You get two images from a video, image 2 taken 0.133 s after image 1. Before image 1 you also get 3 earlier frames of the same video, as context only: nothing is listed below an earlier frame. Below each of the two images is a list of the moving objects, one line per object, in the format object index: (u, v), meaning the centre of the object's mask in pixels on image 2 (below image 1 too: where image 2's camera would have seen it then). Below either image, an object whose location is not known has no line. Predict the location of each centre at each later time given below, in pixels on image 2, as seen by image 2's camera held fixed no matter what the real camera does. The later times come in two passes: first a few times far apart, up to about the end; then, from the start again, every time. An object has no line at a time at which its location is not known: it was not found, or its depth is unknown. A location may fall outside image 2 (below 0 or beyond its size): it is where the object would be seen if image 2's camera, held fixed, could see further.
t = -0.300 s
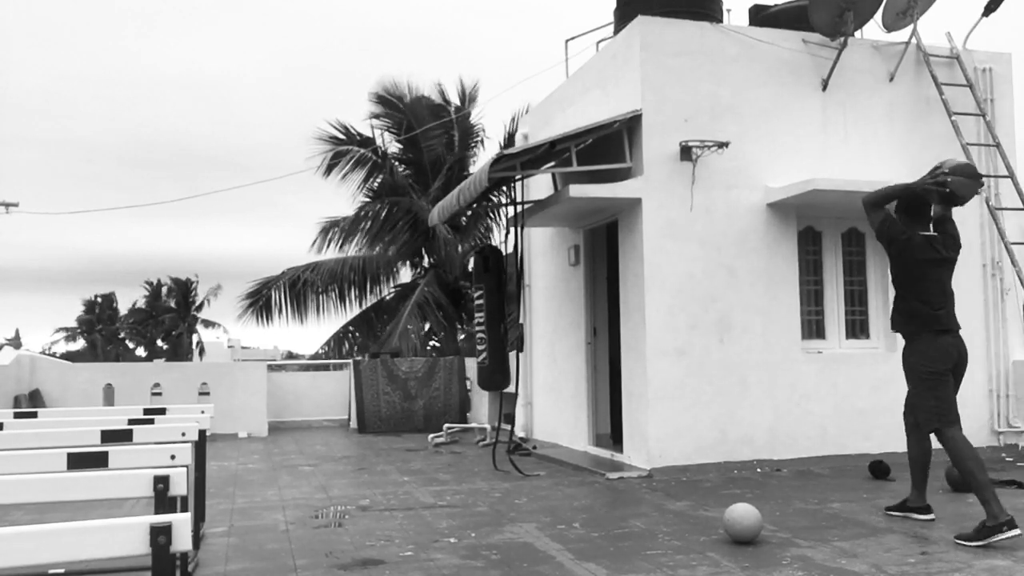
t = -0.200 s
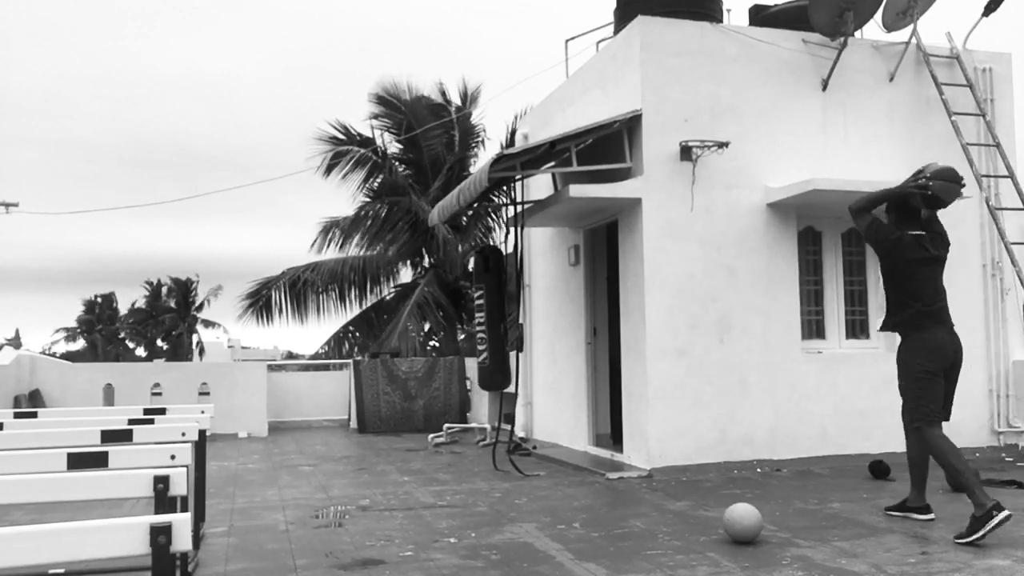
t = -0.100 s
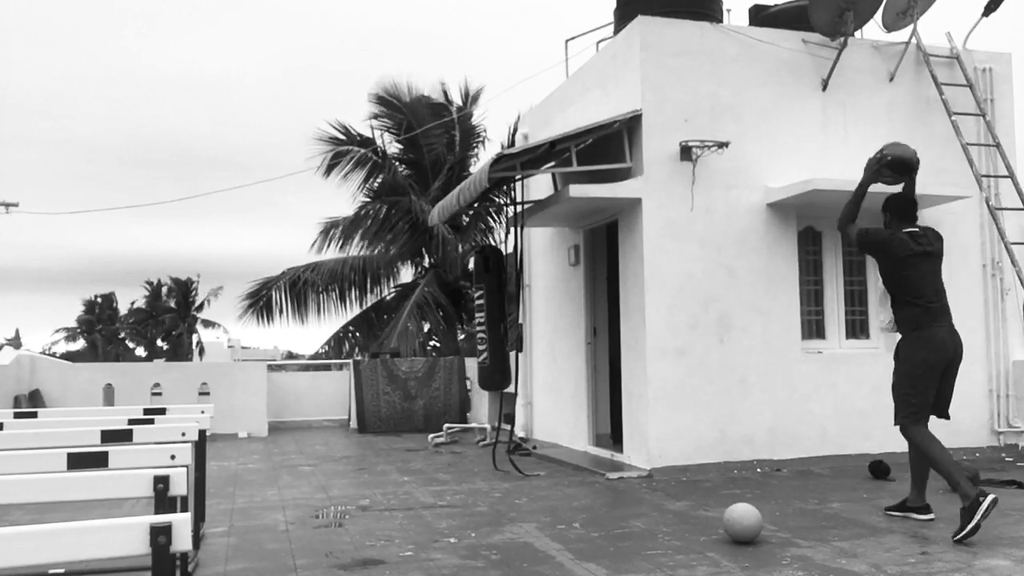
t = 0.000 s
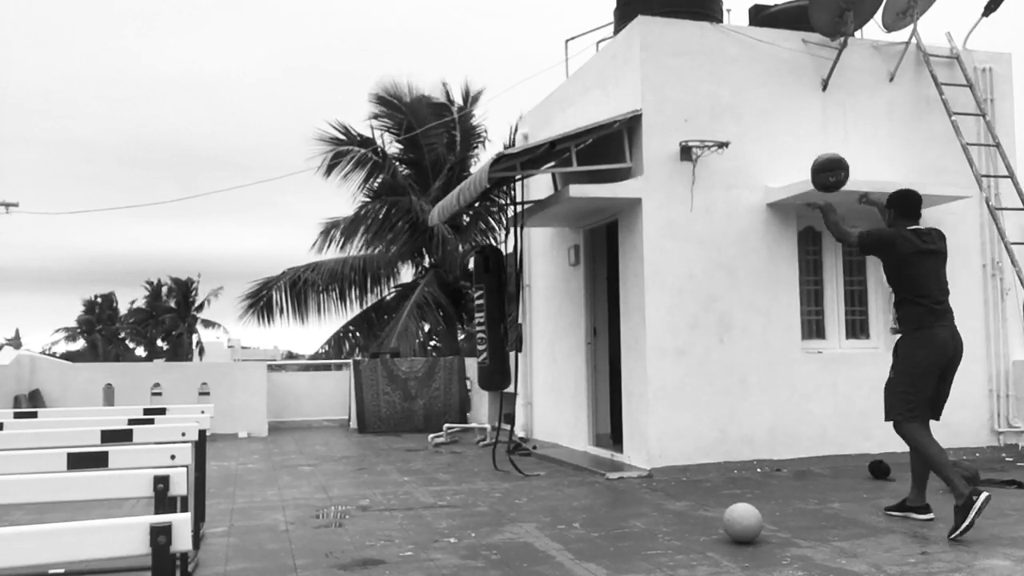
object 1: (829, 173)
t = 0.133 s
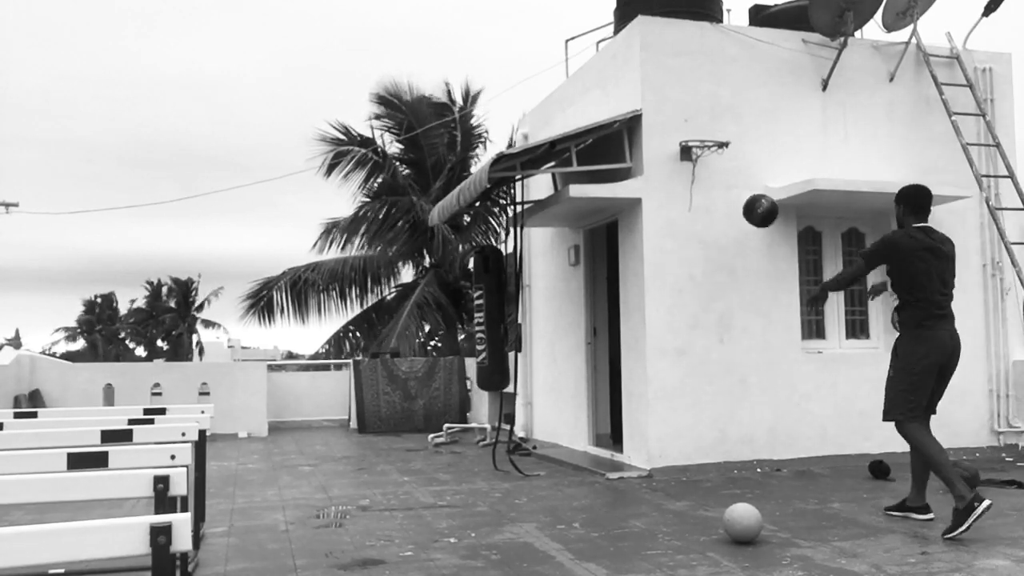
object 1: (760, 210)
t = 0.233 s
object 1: (721, 247)
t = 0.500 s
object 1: (790, 329)
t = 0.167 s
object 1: (746, 222)
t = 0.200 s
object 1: (732, 235)
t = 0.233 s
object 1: (721, 247)
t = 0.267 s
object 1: (729, 251)
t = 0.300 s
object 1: (737, 256)
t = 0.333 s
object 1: (745, 264)
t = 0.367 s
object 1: (753, 273)
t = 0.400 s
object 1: (762, 283)
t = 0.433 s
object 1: (771, 296)
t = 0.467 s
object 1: (780, 311)
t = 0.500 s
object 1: (790, 329)
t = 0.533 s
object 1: (800, 348)
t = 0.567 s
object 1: (811, 369)
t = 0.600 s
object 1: (822, 393)
